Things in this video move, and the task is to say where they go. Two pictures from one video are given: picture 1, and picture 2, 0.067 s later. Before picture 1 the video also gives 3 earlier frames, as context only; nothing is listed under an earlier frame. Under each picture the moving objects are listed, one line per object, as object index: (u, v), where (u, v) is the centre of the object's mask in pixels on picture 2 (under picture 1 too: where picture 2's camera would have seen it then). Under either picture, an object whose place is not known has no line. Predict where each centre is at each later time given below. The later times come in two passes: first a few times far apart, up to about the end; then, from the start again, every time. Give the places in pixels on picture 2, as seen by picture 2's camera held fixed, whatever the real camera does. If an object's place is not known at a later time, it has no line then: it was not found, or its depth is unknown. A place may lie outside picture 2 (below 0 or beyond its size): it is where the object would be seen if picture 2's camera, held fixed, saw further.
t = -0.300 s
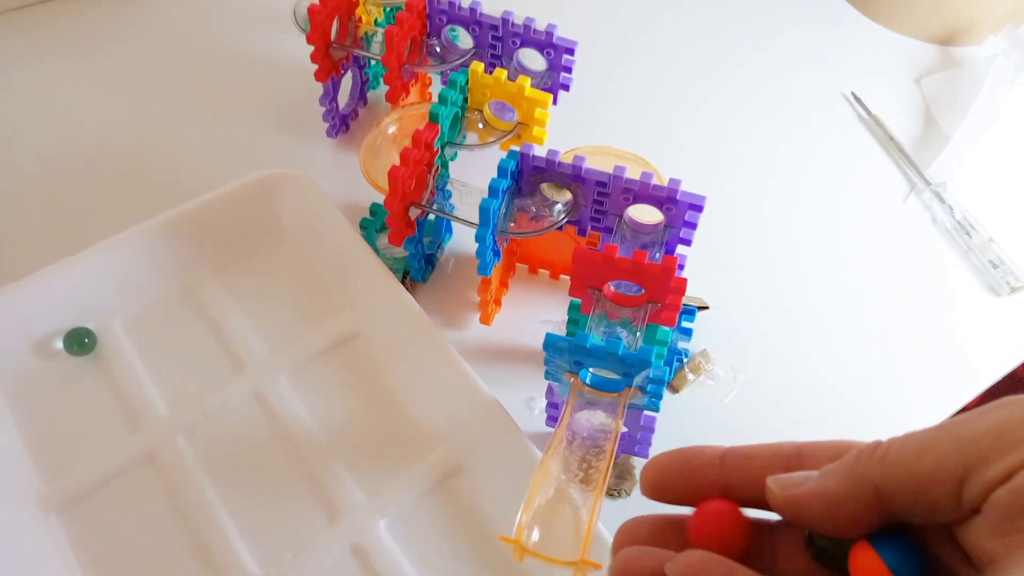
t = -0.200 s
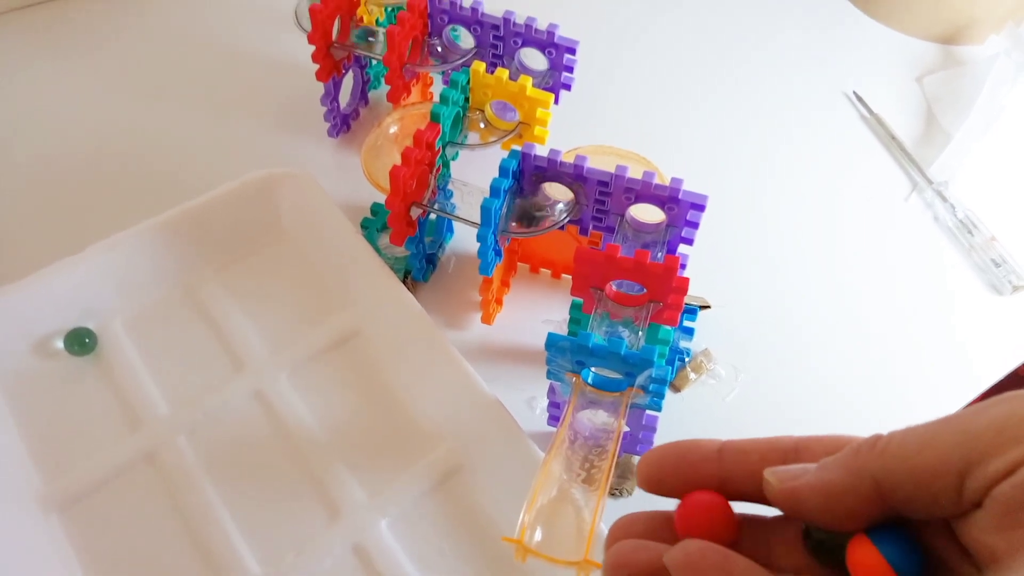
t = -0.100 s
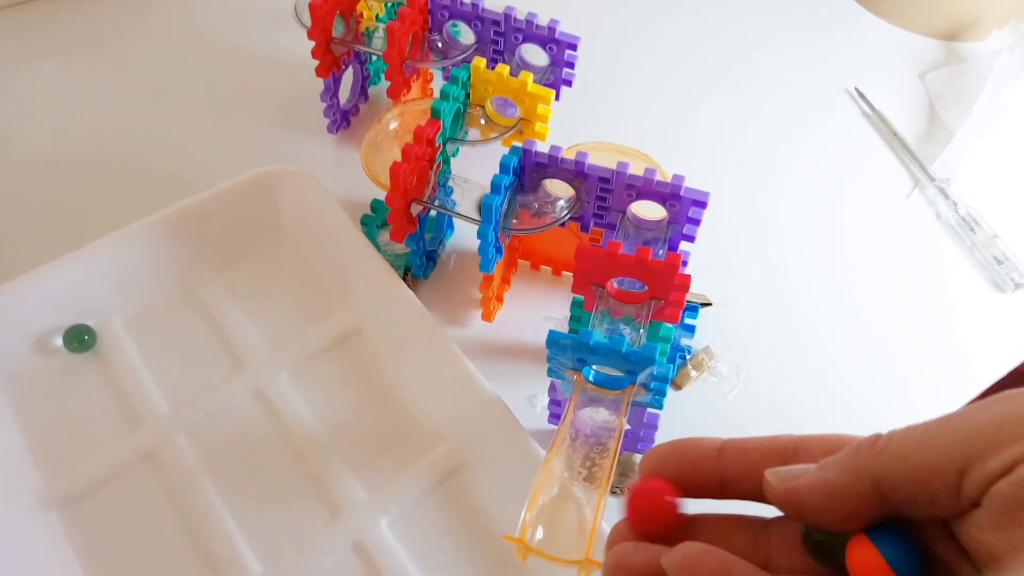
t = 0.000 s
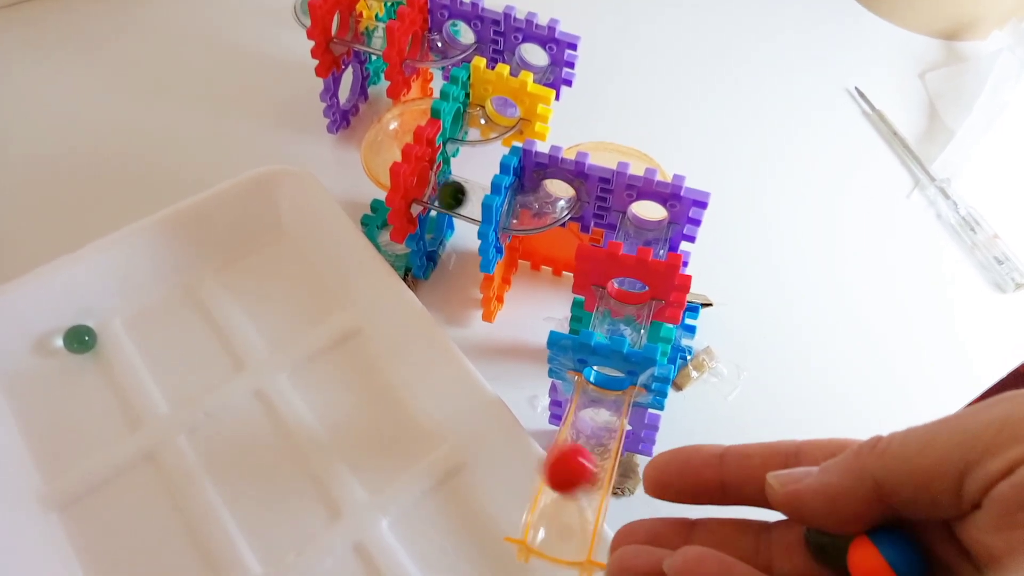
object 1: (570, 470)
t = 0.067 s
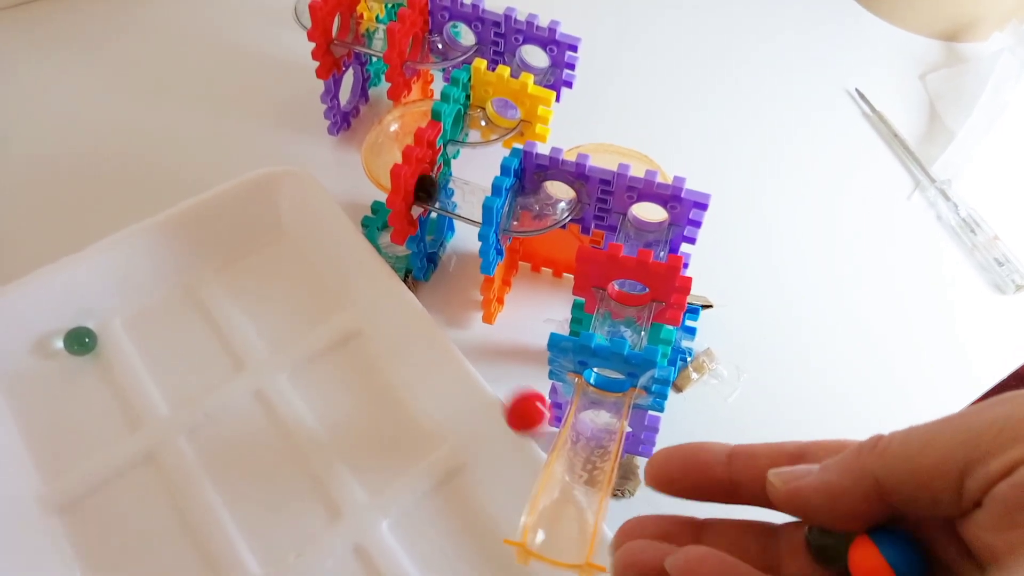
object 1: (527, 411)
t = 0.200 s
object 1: (434, 311)
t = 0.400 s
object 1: (253, 249)
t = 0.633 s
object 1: (113, 317)
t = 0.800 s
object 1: (139, 307)
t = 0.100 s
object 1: (509, 396)
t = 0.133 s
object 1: (494, 390)
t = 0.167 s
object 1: (466, 347)
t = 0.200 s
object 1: (434, 311)
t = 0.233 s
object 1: (401, 286)
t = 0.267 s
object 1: (370, 273)
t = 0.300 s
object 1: (344, 272)
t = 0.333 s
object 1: (324, 281)
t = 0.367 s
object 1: (291, 267)
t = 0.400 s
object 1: (253, 249)
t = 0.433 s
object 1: (222, 242)
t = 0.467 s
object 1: (203, 247)
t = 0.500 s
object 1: (187, 262)
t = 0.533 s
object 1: (176, 289)
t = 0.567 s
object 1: (154, 297)
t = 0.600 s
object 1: (133, 310)
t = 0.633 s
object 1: (113, 317)
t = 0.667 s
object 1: (110, 320)
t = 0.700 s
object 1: (114, 319)
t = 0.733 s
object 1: (120, 317)
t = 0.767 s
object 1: (130, 313)
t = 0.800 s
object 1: (139, 307)
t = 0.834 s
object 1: (149, 303)
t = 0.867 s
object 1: (159, 300)
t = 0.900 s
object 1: (170, 296)
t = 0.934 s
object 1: (180, 291)
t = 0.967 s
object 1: (183, 286)
